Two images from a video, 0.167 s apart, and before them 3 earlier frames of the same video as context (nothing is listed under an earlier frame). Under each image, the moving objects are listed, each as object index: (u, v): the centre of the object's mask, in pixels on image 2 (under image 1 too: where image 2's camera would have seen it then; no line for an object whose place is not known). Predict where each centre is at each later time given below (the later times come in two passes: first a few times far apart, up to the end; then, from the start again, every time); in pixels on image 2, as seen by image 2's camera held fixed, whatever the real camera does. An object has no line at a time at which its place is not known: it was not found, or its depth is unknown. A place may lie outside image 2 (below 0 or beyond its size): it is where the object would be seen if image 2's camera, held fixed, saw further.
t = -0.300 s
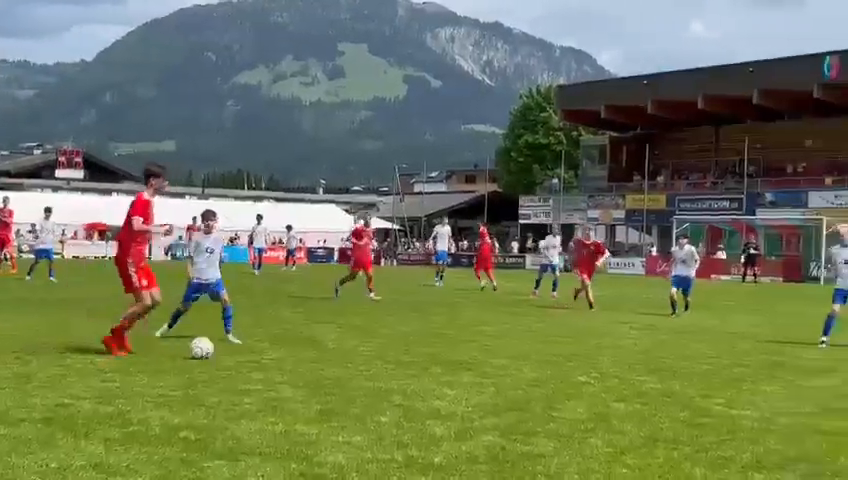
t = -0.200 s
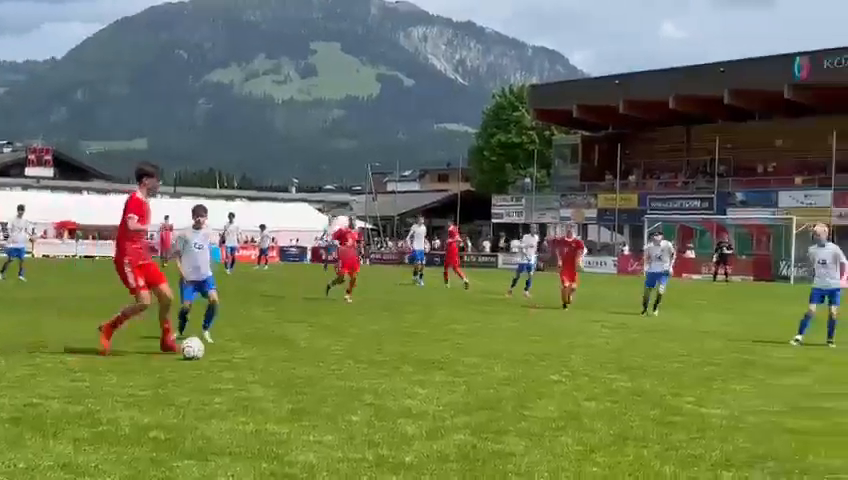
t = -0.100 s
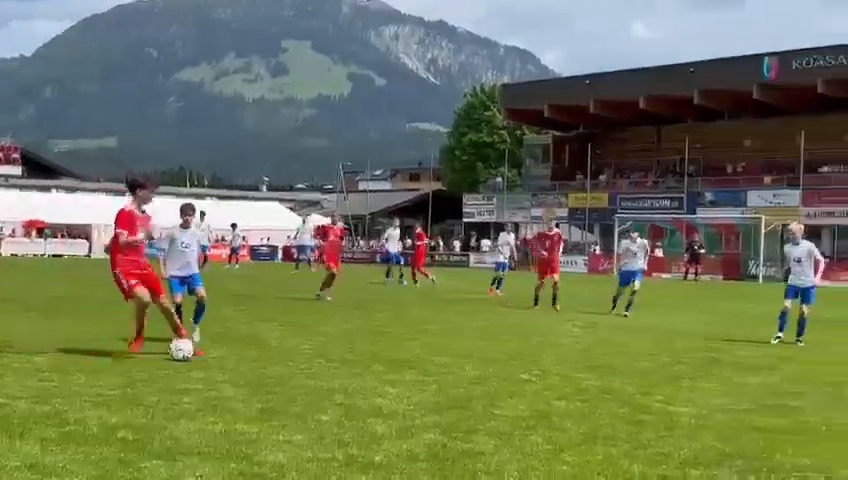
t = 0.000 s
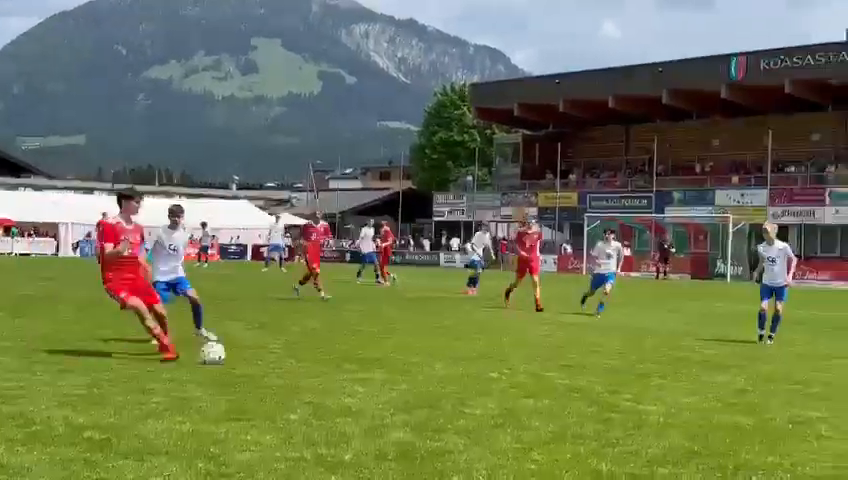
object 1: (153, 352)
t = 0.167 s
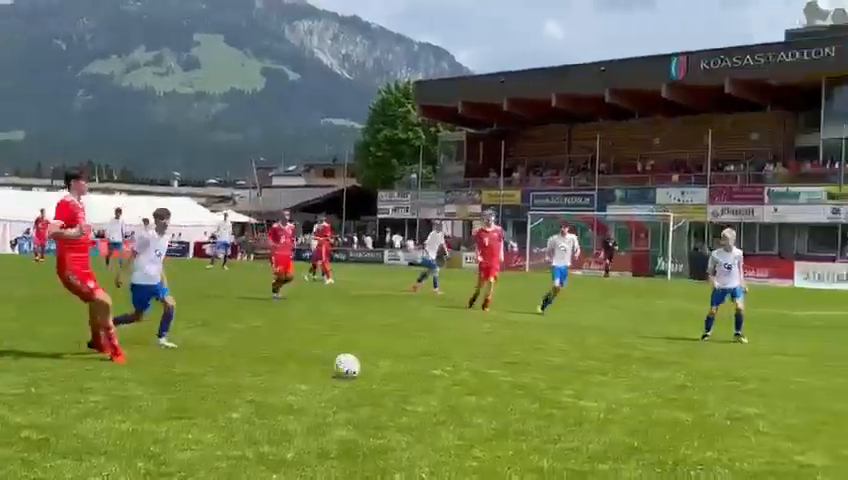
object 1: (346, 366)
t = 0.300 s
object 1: (483, 376)
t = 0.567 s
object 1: (745, 397)
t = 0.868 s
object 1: (1019, 422)
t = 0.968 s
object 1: (1105, 429)
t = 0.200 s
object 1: (381, 366)
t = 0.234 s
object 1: (415, 369)
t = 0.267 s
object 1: (449, 373)
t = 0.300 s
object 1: (483, 376)
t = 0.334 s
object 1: (516, 379)
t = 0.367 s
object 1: (550, 381)
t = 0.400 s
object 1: (583, 383)
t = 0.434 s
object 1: (615, 388)
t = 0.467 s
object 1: (649, 390)
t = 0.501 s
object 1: (681, 392)
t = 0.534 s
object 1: (713, 395)
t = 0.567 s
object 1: (745, 397)
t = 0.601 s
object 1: (778, 401)
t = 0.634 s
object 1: (810, 404)
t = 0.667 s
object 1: (840, 406)
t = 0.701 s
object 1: (871, 409)
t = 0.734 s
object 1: (902, 412)
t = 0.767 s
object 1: (933, 415)
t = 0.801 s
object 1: (961, 417)
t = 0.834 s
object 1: (990, 419)
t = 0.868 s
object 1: (1019, 422)
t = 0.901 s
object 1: (1048, 426)
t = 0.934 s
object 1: (1077, 428)
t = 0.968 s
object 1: (1105, 429)
